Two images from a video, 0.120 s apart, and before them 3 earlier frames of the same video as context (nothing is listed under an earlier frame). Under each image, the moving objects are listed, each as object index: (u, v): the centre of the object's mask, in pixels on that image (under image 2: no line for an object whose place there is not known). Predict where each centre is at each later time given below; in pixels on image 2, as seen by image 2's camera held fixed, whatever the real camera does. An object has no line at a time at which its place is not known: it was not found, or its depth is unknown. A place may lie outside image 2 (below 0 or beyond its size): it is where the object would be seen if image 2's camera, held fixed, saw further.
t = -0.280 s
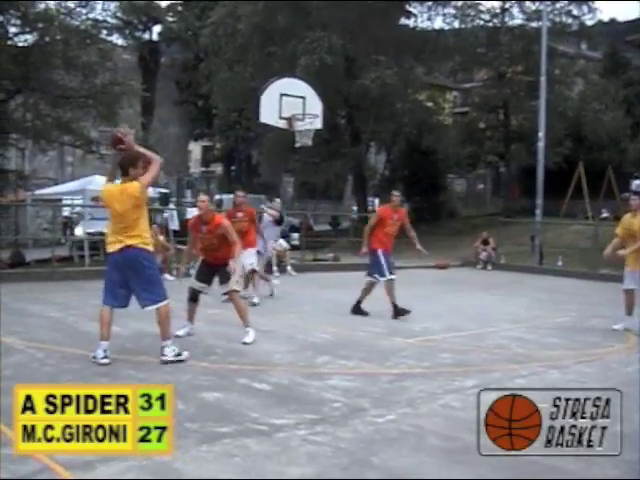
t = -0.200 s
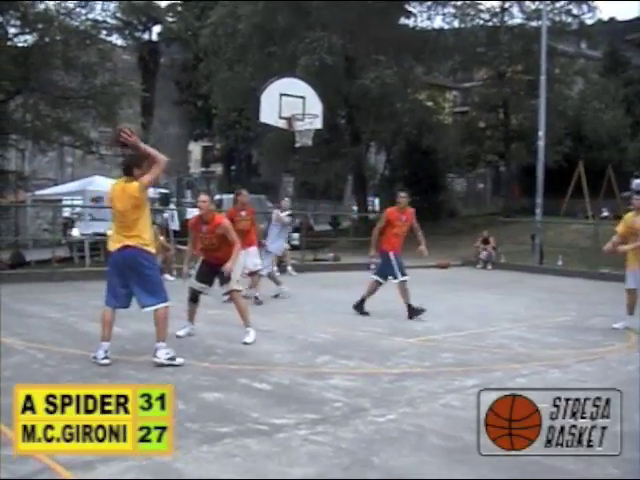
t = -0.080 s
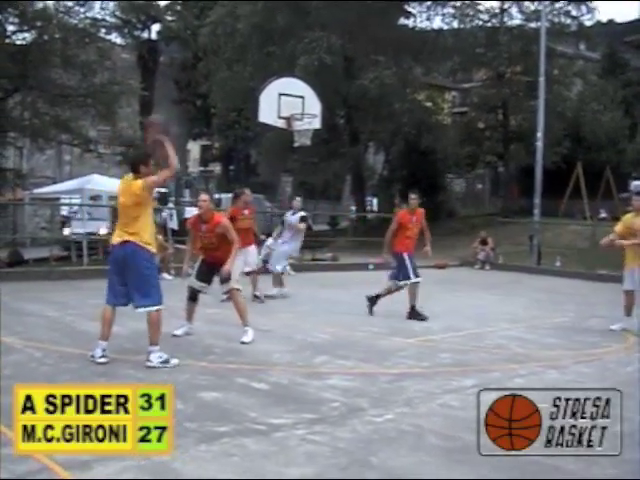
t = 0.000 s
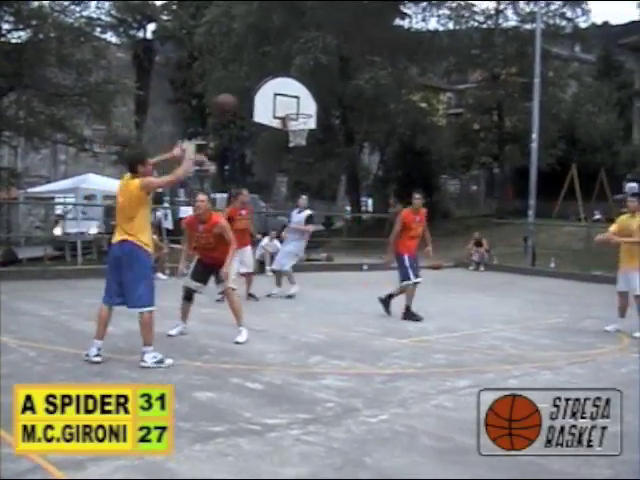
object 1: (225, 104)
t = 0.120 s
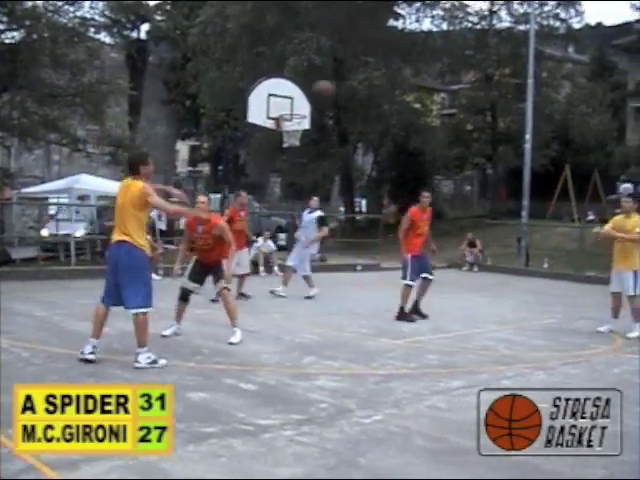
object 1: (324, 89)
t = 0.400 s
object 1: (524, 115)
